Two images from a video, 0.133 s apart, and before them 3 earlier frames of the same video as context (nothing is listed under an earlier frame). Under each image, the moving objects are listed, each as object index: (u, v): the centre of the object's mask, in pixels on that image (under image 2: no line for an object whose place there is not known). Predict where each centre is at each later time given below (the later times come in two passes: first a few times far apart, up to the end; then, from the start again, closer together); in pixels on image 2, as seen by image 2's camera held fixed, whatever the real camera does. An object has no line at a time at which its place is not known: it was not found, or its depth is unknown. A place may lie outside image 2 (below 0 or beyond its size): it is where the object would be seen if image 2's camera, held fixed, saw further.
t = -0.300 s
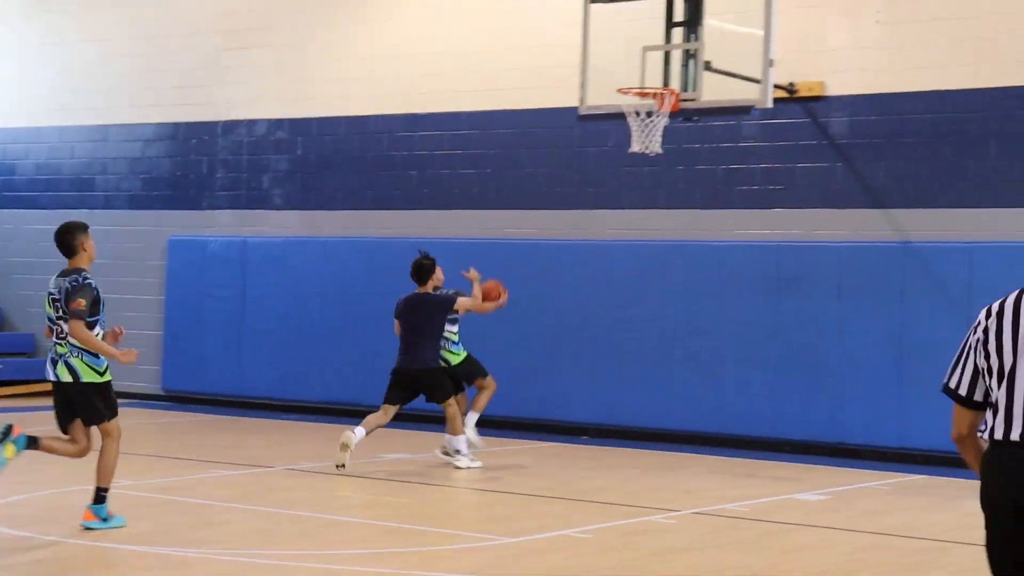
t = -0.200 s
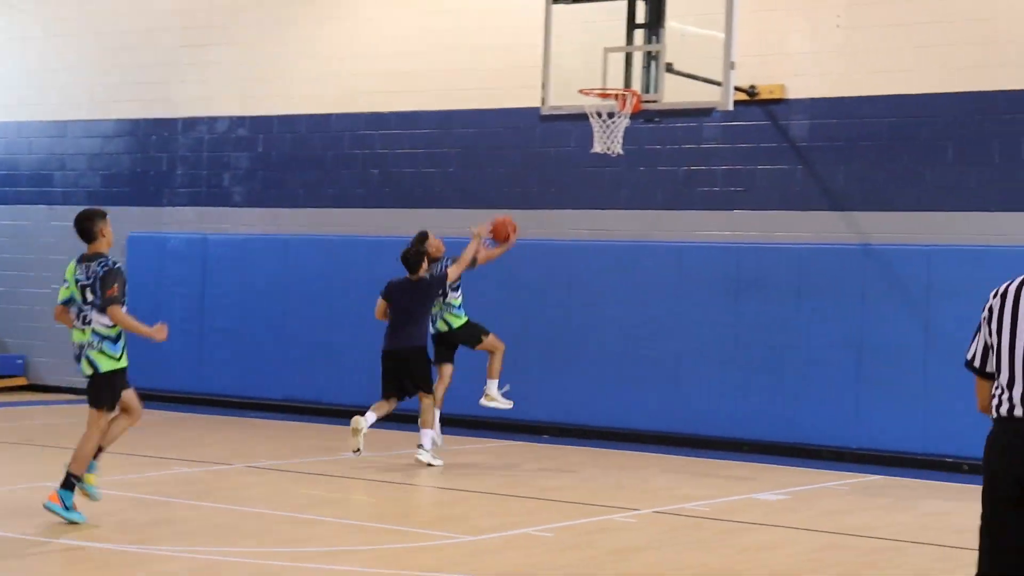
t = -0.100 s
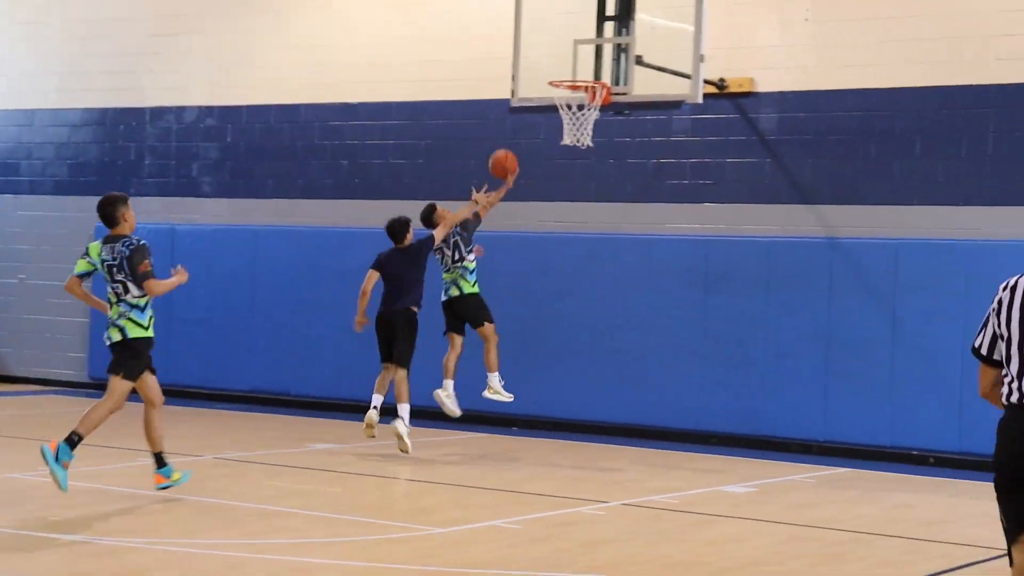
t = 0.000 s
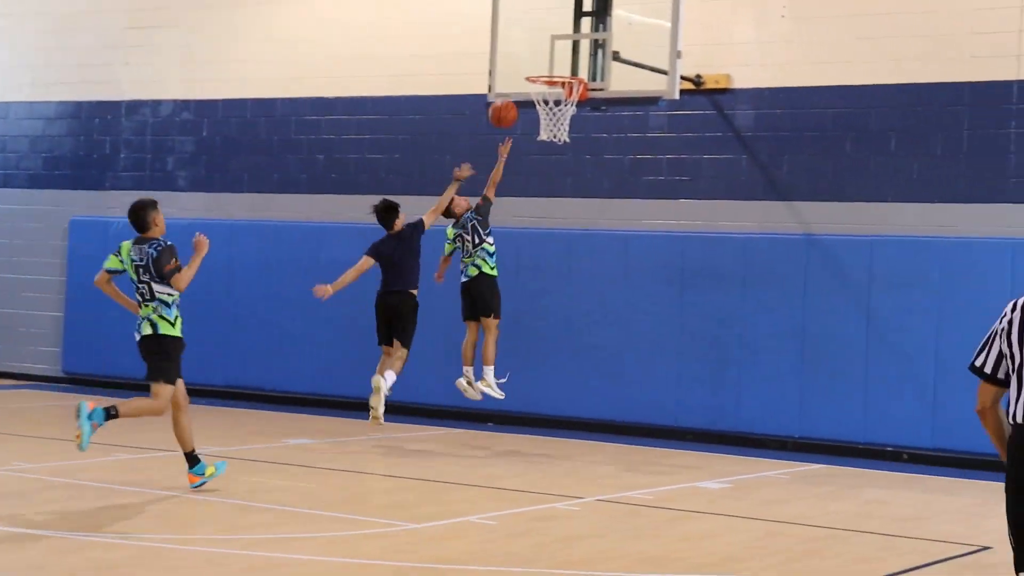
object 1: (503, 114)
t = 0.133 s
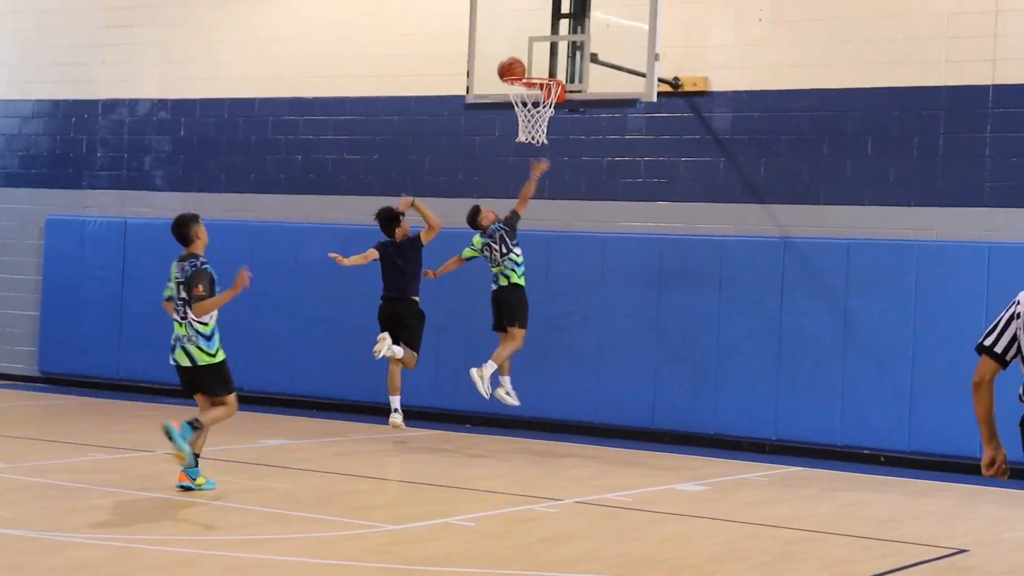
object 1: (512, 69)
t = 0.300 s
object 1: (535, 47)
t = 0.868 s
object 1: (527, 155)
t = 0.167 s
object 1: (519, 63)
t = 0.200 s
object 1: (526, 56)
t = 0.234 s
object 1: (532, 52)
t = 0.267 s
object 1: (534, 49)
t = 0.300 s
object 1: (535, 47)
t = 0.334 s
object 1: (536, 46)
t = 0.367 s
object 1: (537, 47)
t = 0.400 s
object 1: (538, 49)
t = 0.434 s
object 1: (539, 53)
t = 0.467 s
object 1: (540, 58)
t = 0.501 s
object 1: (541, 64)
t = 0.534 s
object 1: (542, 68)
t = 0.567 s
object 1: (540, 76)
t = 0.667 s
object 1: (540, 110)
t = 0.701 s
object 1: (539, 117)
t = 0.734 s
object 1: (535, 130)
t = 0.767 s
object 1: (533, 131)
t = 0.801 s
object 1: (532, 136)
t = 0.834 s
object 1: (529, 145)
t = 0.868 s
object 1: (527, 155)
